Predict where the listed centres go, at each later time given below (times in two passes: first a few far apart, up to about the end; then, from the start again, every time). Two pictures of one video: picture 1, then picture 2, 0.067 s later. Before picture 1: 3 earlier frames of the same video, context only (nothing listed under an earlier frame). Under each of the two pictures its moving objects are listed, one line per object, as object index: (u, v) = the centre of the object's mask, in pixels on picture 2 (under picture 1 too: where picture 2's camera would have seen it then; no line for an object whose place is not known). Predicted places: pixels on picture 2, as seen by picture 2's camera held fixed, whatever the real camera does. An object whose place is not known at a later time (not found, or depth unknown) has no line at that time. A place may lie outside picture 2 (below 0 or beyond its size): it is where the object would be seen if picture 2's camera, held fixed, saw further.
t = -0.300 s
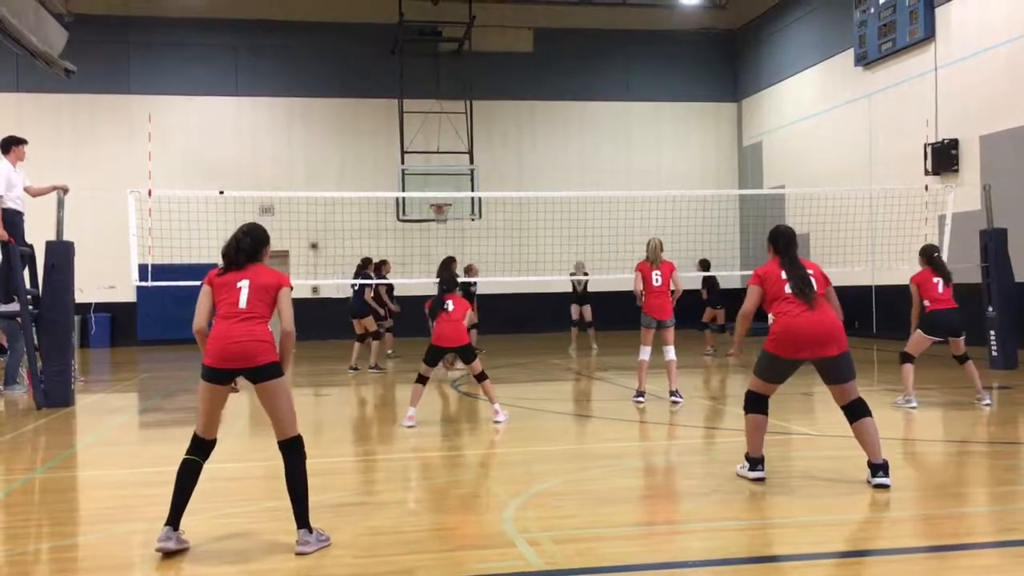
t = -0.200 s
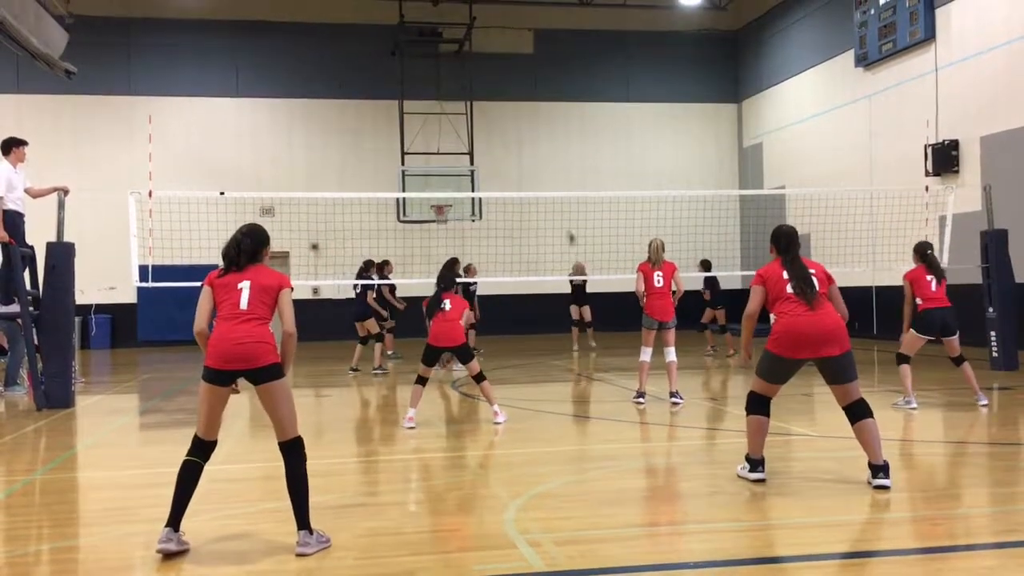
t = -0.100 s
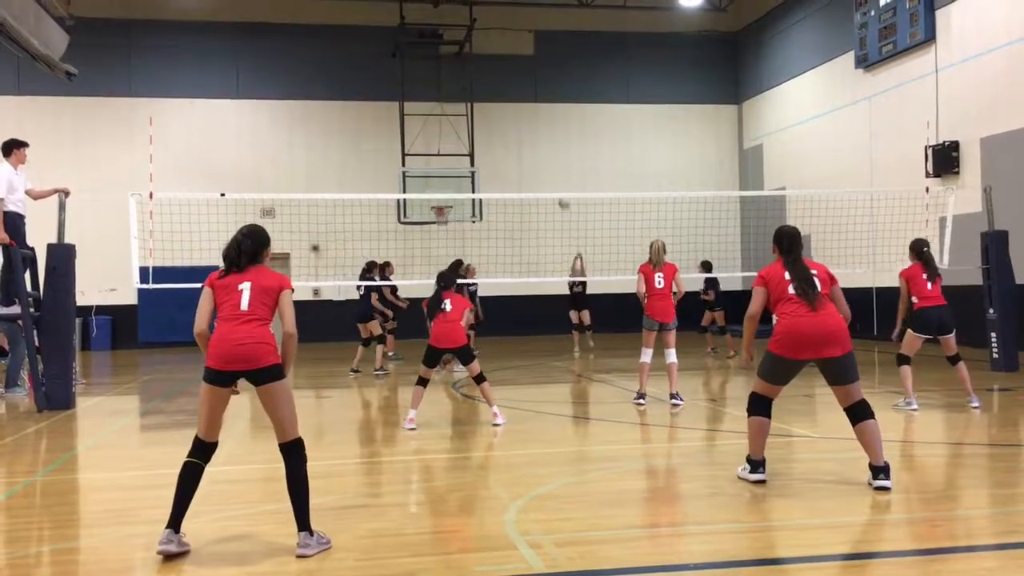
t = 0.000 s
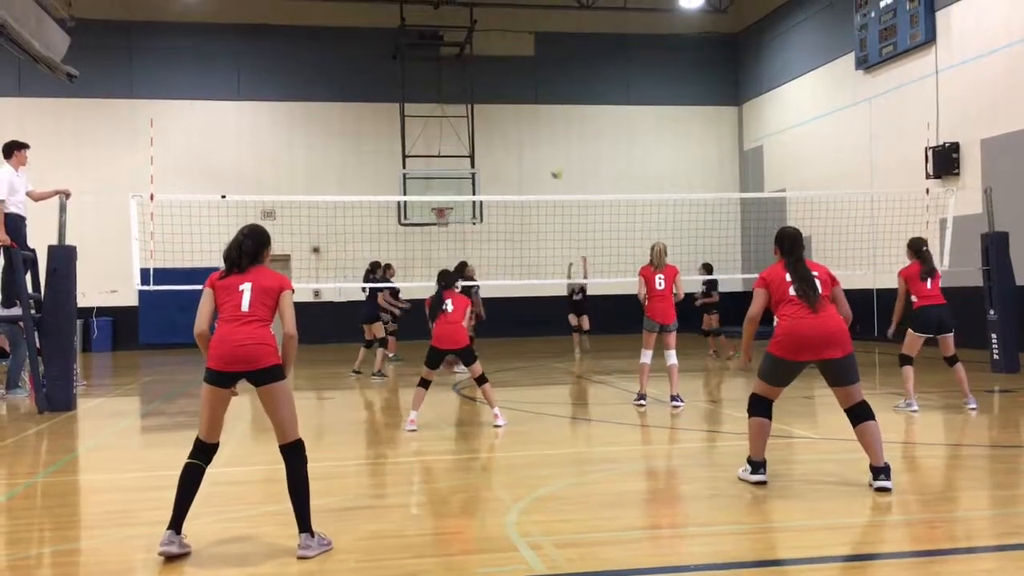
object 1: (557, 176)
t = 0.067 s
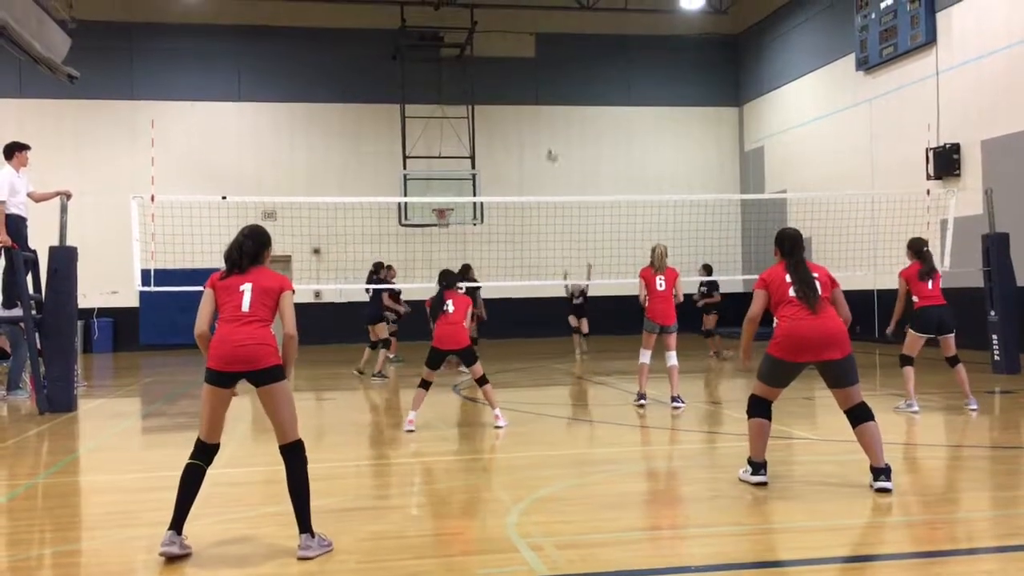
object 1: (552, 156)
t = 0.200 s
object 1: (541, 126)
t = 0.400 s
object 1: (528, 101)
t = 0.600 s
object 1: (513, 100)
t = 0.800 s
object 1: (500, 124)
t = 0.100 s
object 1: (550, 147)
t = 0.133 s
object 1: (548, 141)
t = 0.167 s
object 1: (544, 133)
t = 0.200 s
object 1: (541, 126)
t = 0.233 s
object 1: (540, 121)
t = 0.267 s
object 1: (539, 115)
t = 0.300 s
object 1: (535, 110)
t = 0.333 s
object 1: (533, 106)
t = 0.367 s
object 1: (530, 102)
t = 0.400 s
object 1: (528, 101)
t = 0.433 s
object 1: (526, 99)
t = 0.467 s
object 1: (523, 98)
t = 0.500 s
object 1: (521, 98)
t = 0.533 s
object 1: (518, 98)
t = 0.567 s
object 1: (516, 99)
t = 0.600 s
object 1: (513, 100)
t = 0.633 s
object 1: (511, 102)
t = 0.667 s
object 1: (509, 105)
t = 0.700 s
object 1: (507, 109)
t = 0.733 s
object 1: (505, 116)
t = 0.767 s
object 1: (502, 119)
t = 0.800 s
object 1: (500, 124)
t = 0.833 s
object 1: (496, 131)
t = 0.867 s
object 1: (494, 139)
